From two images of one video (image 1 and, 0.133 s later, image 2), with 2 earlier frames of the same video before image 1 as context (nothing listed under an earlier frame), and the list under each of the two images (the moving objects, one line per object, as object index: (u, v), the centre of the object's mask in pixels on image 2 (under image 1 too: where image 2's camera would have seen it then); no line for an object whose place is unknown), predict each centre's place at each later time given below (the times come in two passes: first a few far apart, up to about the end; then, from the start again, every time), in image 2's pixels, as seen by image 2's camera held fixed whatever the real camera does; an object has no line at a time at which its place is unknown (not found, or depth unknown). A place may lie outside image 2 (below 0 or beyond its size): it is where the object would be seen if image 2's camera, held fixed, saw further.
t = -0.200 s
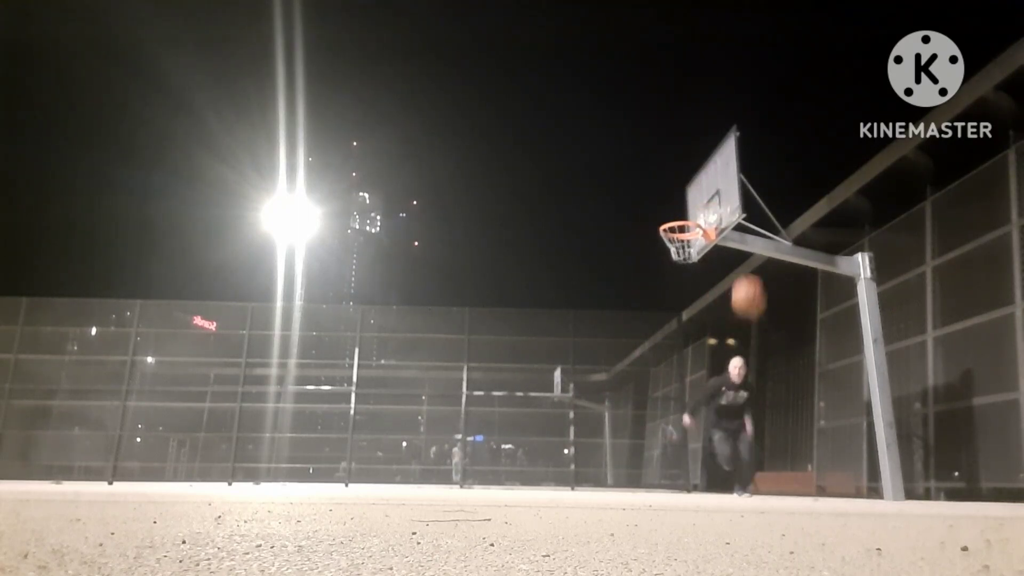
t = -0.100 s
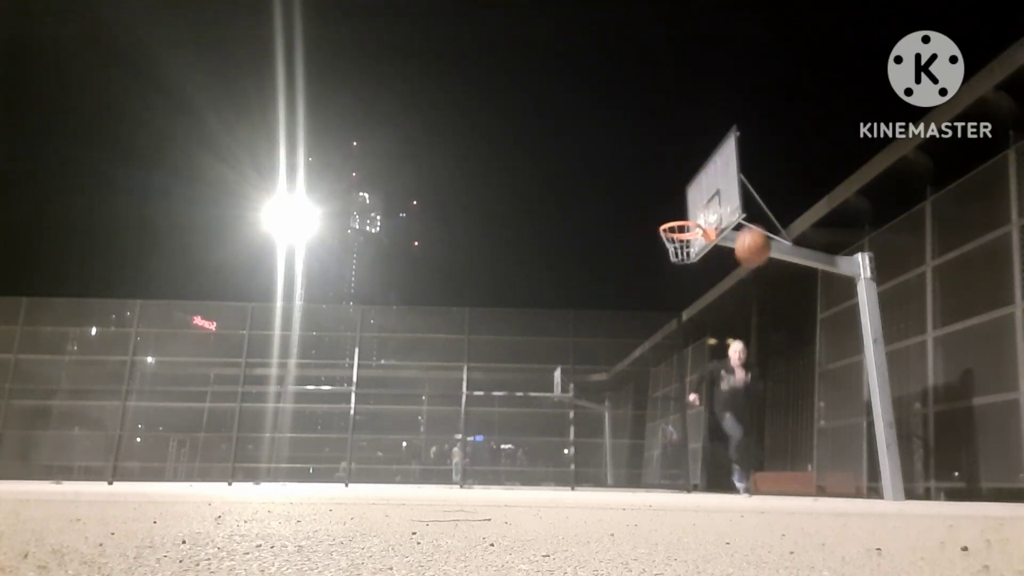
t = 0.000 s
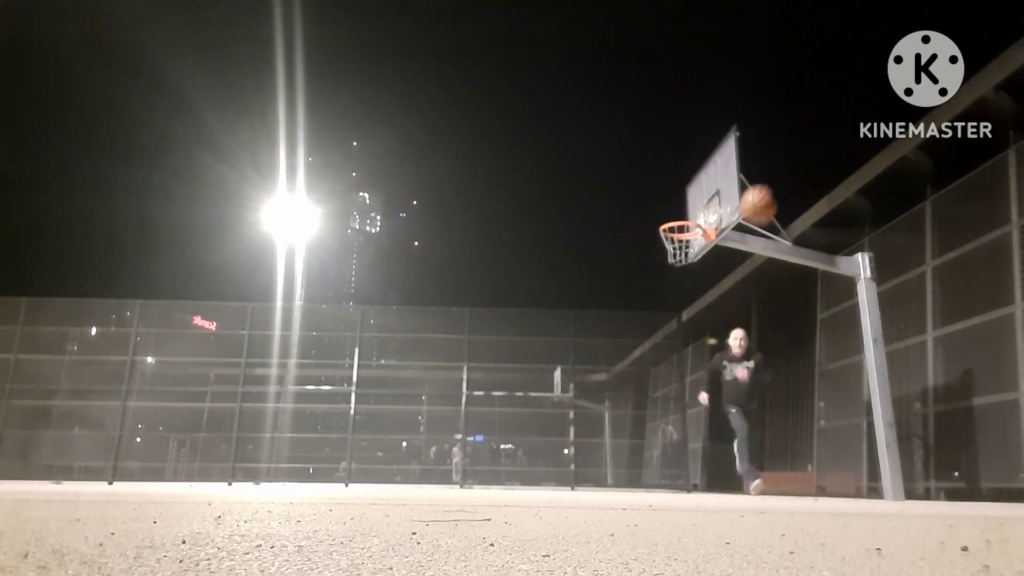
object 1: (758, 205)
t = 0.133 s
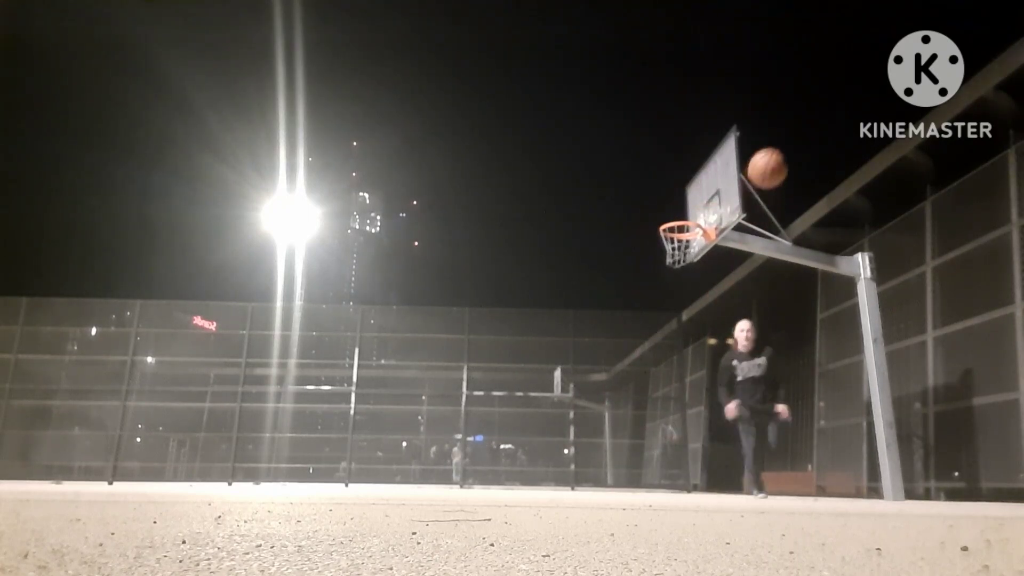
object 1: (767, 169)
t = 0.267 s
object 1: (780, 153)
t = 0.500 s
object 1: (812, 192)
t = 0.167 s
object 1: (770, 163)
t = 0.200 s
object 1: (773, 158)
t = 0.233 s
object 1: (776, 155)
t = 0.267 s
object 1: (780, 153)
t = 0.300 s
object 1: (783, 153)
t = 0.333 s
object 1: (787, 155)
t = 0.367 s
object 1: (792, 159)
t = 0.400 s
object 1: (796, 164)
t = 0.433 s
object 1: (801, 171)
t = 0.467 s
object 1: (806, 180)
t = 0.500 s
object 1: (812, 192)
